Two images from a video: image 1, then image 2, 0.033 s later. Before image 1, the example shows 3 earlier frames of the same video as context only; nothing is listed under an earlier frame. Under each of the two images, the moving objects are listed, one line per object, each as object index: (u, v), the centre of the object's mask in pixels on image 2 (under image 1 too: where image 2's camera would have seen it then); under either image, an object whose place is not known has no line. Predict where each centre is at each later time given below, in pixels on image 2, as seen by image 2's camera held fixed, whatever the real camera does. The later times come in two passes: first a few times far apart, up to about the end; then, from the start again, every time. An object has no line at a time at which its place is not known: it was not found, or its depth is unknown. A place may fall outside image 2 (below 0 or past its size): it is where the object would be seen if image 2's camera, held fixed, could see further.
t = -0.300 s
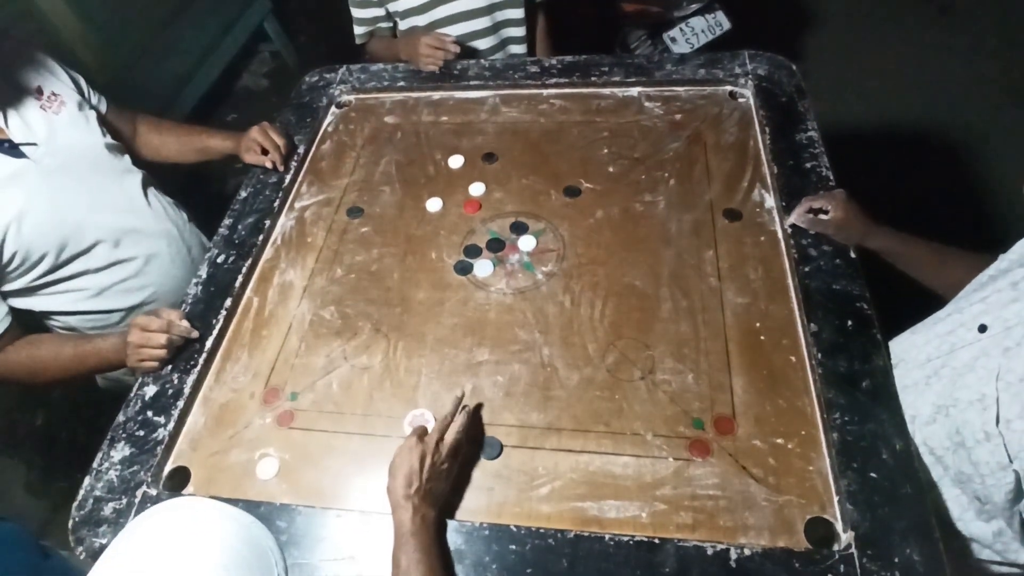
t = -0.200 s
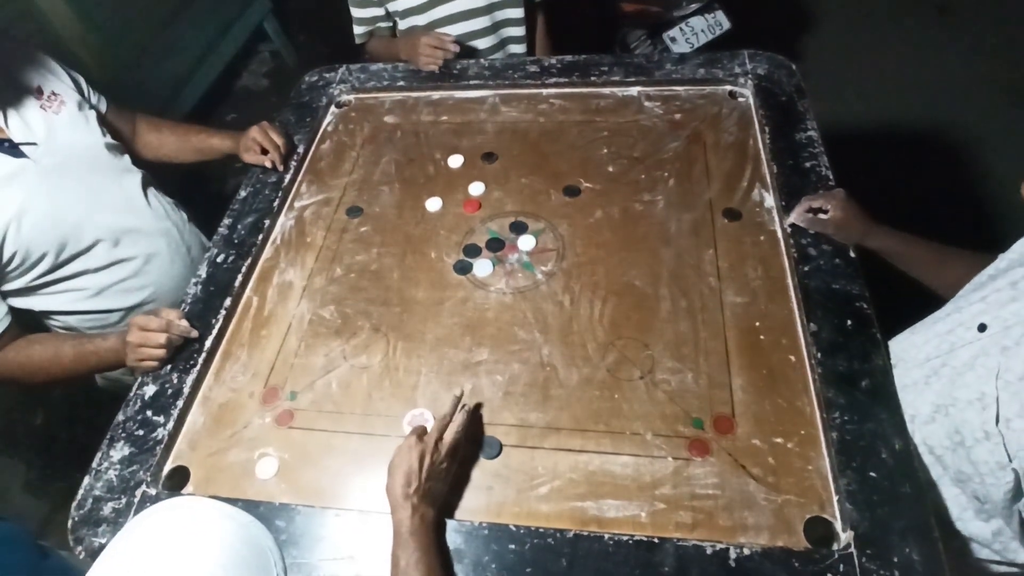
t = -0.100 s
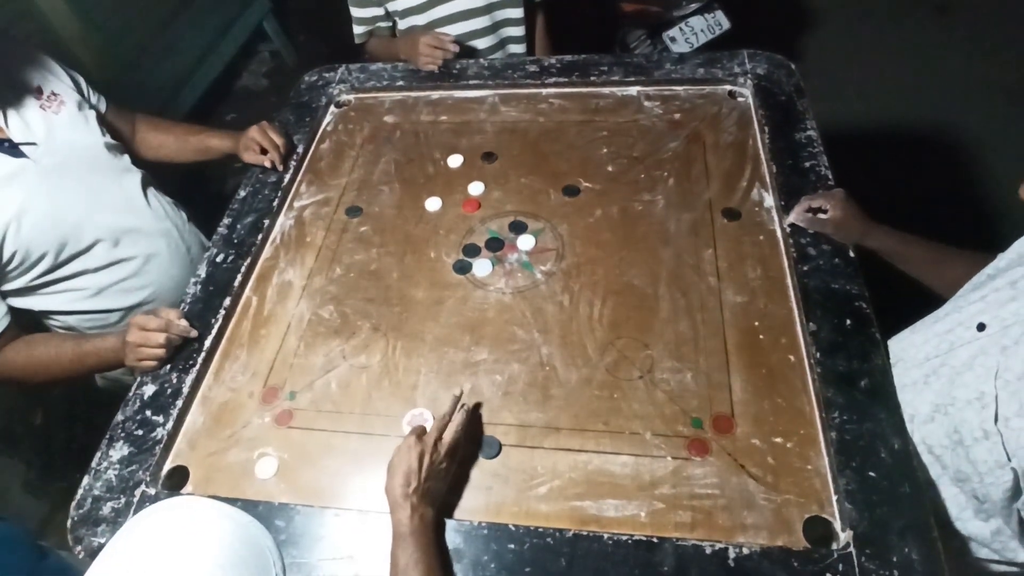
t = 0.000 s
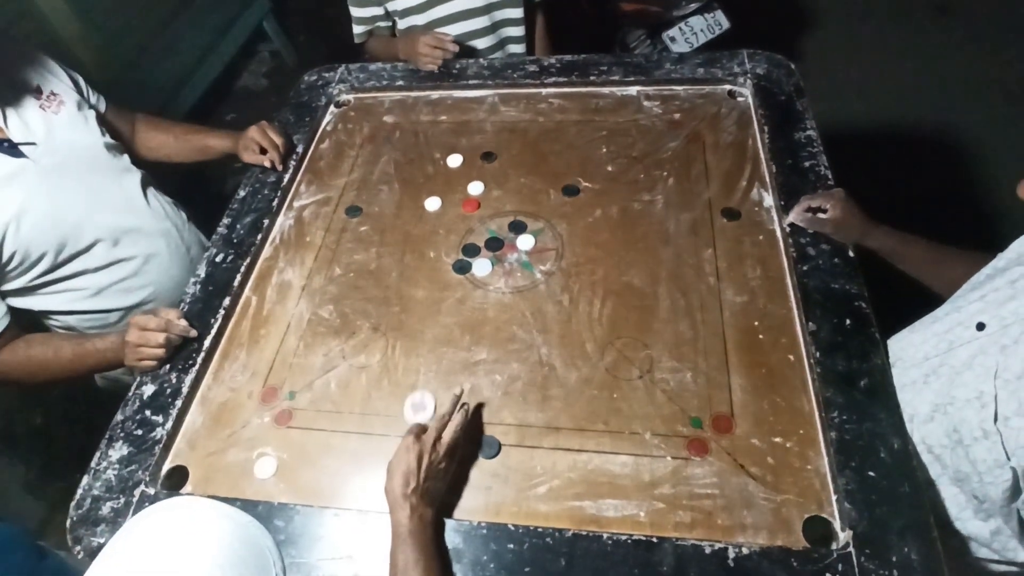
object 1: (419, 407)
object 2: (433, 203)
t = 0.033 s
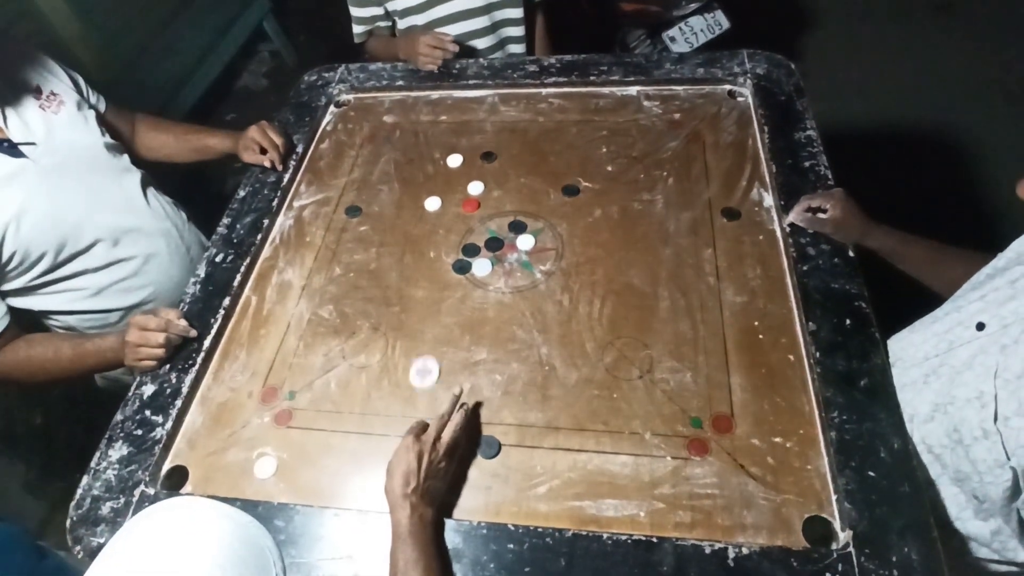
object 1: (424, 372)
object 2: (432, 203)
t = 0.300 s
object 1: (437, 201)
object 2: (427, 171)
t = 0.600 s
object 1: (436, 163)
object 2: (396, 117)
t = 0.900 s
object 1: (436, 163)
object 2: (358, 165)
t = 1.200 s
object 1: (436, 163)
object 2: (339, 188)
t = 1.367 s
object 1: (436, 163)
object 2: (337, 190)
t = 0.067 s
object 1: (429, 340)
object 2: (433, 203)
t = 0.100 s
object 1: (433, 310)
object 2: (433, 203)
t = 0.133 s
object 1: (437, 283)
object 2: (433, 203)
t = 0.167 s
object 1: (438, 260)
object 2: (433, 203)
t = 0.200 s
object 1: (437, 239)
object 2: (433, 203)
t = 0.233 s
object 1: (436, 219)
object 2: (432, 202)
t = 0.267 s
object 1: (436, 209)
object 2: (430, 187)
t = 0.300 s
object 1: (437, 201)
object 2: (427, 171)
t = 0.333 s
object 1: (437, 193)
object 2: (424, 156)
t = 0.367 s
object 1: (437, 185)
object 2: (421, 143)
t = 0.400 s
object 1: (438, 179)
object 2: (419, 130)
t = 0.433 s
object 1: (438, 174)
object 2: (416, 118)
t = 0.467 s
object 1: (438, 170)
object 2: (414, 107)
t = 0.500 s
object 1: (438, 167)
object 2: (412, 97)
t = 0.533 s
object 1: (437, 165)
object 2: (407, 103)
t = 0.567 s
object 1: (437, 164)
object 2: (402, 110)
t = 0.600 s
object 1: (436, 163)
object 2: (396, 117)
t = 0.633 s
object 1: (436, 163)
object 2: (391, 122)
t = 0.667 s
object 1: (436, 163)
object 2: (387, 129)
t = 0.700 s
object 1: (436, 163)
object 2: (383, 135)
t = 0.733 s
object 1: (436, 163)
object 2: (378, 140)
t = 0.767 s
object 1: (436, 163)
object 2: (374, 146)
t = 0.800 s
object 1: (436, 163)
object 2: (370, 151)
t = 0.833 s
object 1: (436, 163)
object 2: (366, 156)
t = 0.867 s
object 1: (436, 163)
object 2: (362, 161)
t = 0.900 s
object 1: (436, 163)
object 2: (358, 165)
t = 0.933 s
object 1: (436, 164)
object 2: (355, 170)
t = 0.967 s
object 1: (436, 163)
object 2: (351, 174)
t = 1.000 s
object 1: (436, 163)
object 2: (348, 178)
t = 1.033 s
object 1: (436, 163)
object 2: (346, 180)
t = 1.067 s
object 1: (436, 163)
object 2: (344, 182)
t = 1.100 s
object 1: (436, 163)
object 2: (342, 184)
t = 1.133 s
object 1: (436, 163)
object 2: (341, 186)
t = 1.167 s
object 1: (436, 163)
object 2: (339, 187)
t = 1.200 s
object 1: (436, 163)
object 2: (339, 188)
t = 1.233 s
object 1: (436, 163)
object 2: (338, 189)
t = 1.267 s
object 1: (436, 163)
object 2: (337, 189)
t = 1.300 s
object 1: (436, 163)
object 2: (337, 190)
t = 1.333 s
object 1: (436, 163)
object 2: (337, 190)
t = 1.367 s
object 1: (436, 163)
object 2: (337, 190)
